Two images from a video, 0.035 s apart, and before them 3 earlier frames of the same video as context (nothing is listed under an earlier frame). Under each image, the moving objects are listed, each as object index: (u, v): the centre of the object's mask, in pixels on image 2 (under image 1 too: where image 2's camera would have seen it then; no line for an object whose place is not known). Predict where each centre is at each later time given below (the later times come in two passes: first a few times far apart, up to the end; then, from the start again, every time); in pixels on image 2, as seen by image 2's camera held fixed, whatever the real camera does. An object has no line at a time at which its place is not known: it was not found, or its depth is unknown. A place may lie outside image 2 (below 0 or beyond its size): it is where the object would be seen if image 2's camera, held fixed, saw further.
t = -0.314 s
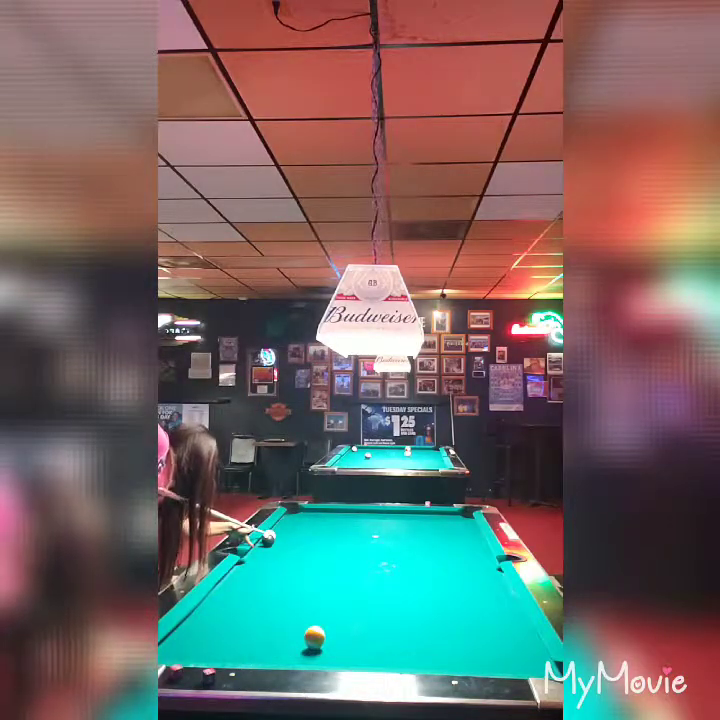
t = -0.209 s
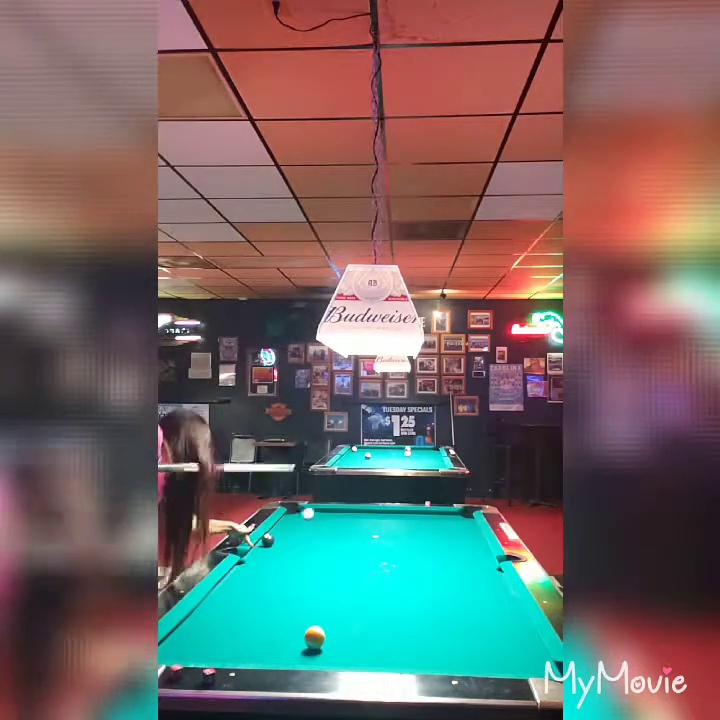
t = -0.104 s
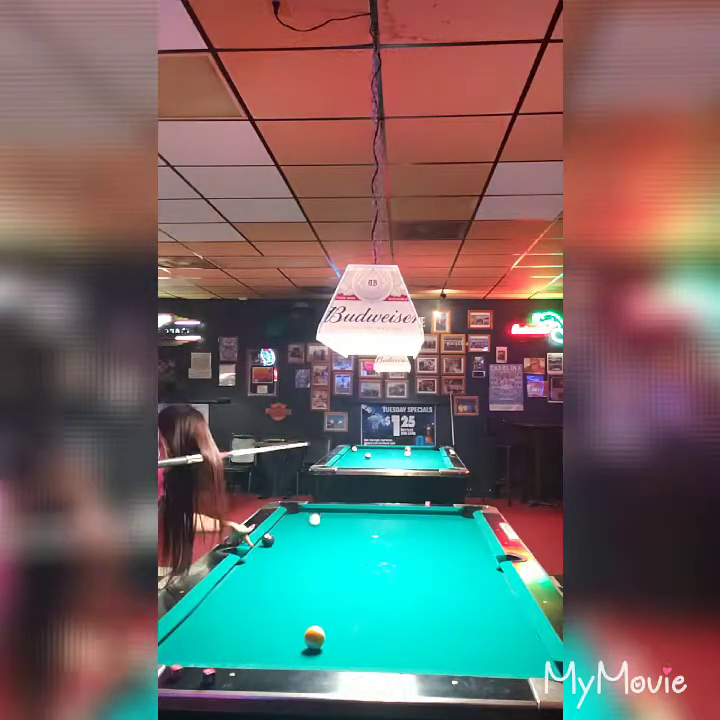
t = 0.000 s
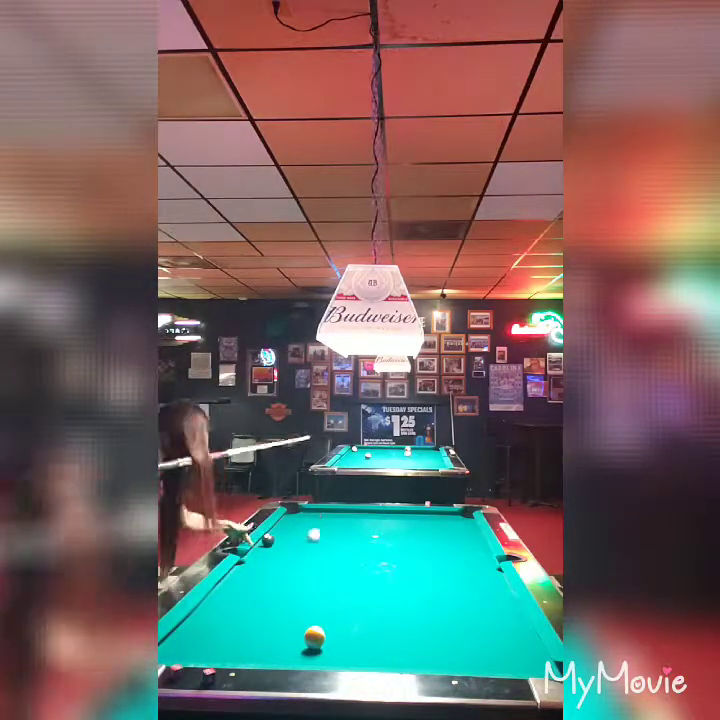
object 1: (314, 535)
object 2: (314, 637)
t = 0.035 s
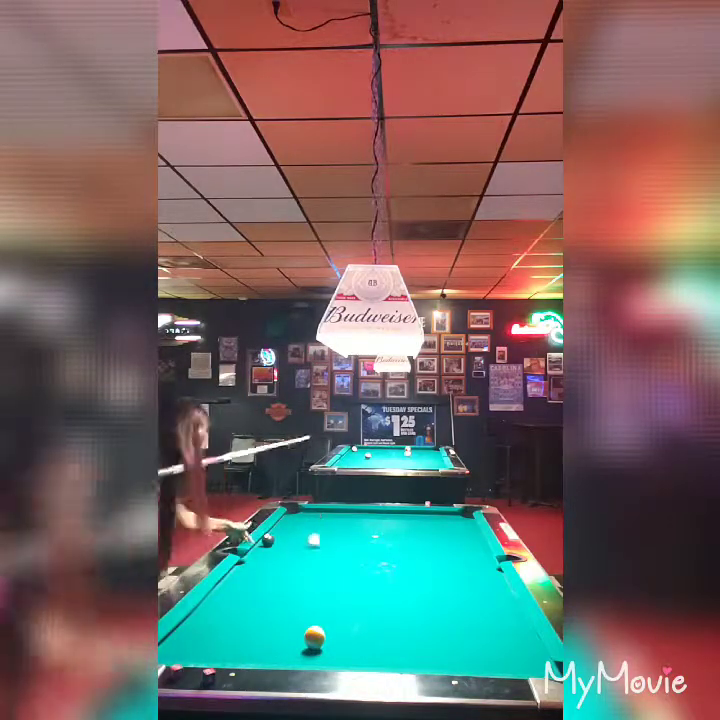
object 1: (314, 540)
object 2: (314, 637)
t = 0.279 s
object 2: (314, 637)
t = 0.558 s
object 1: (297, 644)
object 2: (335, 647)
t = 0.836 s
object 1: (283, 654)
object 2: (359, 618)
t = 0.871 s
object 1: (281, 654)
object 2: (361, 617)
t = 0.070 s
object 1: (314, 546)
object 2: (315, 637)
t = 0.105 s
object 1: (313, 552)
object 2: (314, 637)
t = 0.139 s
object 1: (314, 557)
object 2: (314, 637)
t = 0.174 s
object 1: (314, 567)
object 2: (314, 637)
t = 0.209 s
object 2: (314, 637)
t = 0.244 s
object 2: (314, 637)
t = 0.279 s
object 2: (314, 637)
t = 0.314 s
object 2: (314, 637)
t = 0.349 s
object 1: (313, 613)
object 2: (315, 637)
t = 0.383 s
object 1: (312, 620)
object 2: (315, 637)
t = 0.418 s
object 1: (309, 628)
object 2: (316, 645)
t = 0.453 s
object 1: (308, 633)
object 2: (319, 652)
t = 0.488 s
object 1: (305, 636)
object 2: (322, 657)
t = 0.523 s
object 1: (302, 639)
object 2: (326, 655)
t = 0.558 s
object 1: (297, 644)
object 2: (335, 647)
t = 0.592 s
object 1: (295, 647)
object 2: (339, 643)
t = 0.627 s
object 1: (292, 649)
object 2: (342, 639)
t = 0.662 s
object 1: (290, 650)
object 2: (345, 635)
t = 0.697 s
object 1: (289, 652)
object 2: (349, 631)
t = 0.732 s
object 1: (287, 653)
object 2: (352, 627)
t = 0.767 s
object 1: (285, 653)
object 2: (354, 624)
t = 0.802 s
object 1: (284, 654)
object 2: (356, 621)
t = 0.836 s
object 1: (283, 654)
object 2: (359, 618)
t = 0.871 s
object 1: (281, 654)
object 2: (361, 617)
